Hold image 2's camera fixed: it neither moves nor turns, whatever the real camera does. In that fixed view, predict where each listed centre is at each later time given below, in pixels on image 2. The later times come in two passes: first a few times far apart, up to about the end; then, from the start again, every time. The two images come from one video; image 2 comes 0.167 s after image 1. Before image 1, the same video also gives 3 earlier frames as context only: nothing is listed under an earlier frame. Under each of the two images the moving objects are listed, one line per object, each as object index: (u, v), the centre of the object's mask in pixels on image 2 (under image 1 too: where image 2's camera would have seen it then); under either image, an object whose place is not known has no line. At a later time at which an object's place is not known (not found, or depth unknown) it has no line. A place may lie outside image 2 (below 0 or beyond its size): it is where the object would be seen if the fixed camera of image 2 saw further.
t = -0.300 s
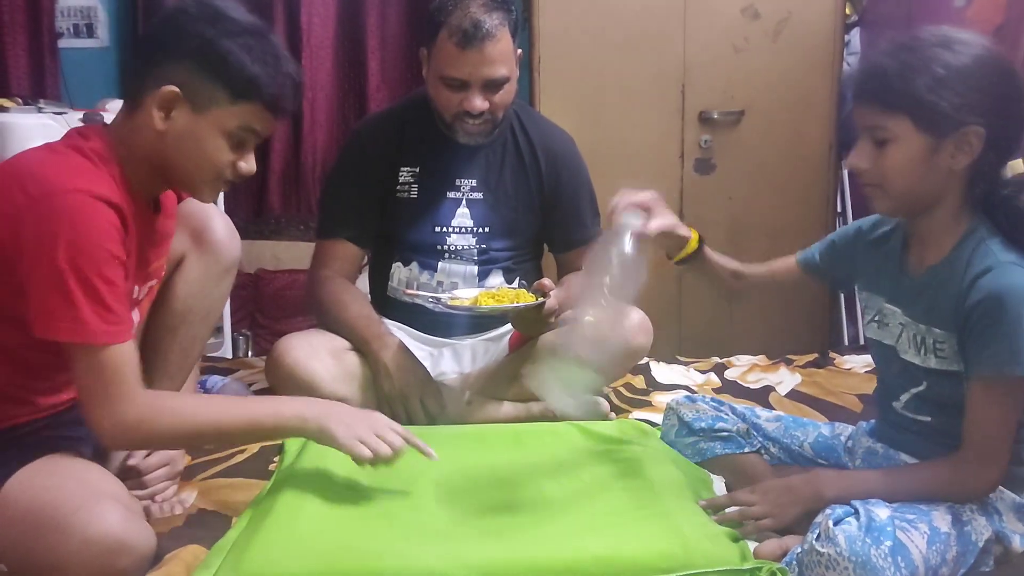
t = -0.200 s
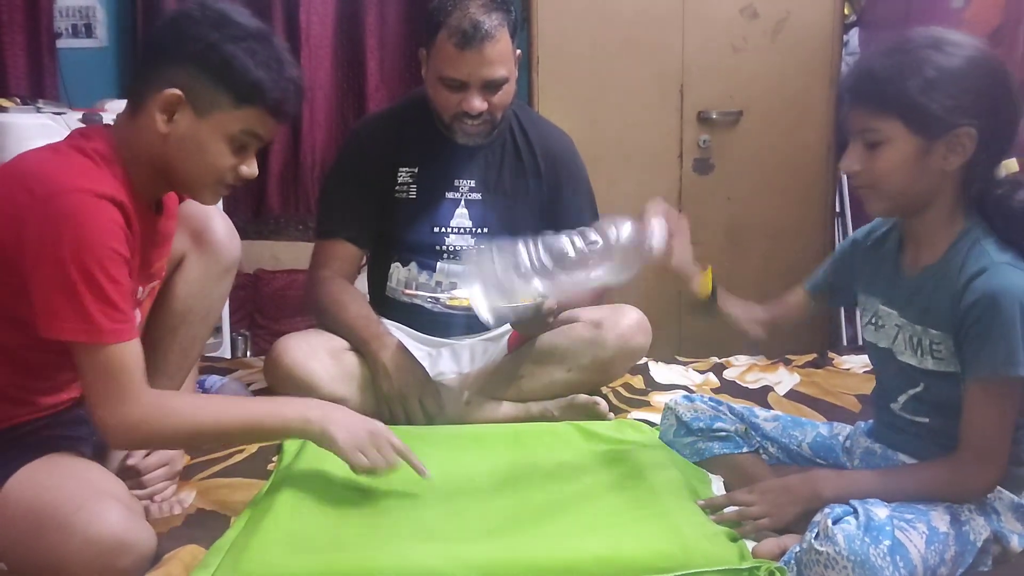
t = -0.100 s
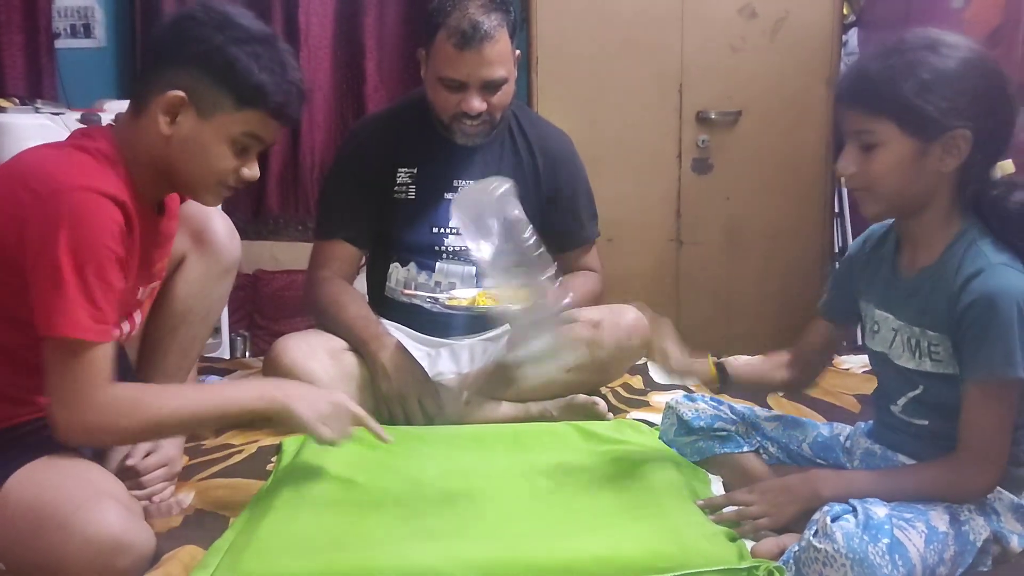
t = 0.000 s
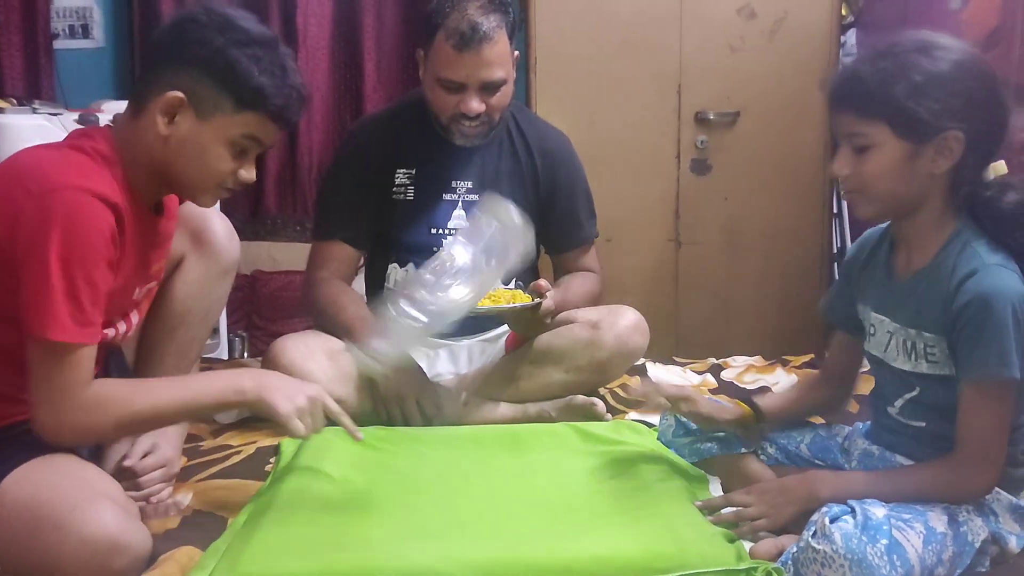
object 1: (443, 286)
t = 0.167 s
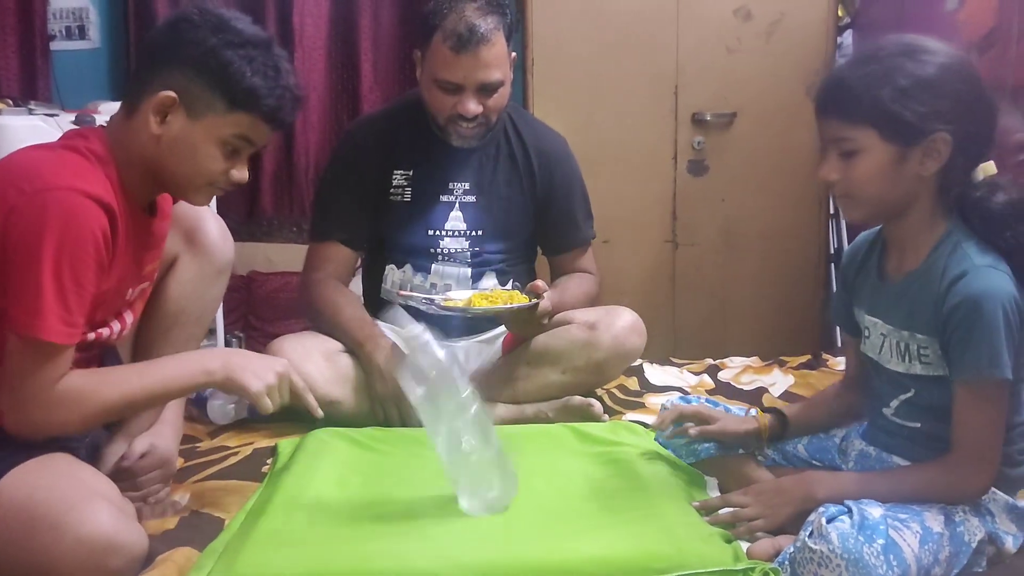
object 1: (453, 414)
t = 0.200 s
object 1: (464, 417)
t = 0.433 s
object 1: (524, 405)
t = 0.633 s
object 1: (563, 442)
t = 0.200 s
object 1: (464, 417)
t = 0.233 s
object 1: (472, 411)
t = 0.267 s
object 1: (482, 410)
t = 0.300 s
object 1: (493, 409)
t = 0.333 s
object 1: (502, 408)
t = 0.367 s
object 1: (510, 407)
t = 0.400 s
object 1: (517, 406)
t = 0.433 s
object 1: (524, 405)
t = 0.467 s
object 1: (532, 407)
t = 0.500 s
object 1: (539, 412)
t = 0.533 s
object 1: (547, 415)
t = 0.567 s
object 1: (554, 418)
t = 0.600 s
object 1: (558, 429)
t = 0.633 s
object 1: (563, 442)
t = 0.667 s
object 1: (557, 447)
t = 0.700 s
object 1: (554, 447)
